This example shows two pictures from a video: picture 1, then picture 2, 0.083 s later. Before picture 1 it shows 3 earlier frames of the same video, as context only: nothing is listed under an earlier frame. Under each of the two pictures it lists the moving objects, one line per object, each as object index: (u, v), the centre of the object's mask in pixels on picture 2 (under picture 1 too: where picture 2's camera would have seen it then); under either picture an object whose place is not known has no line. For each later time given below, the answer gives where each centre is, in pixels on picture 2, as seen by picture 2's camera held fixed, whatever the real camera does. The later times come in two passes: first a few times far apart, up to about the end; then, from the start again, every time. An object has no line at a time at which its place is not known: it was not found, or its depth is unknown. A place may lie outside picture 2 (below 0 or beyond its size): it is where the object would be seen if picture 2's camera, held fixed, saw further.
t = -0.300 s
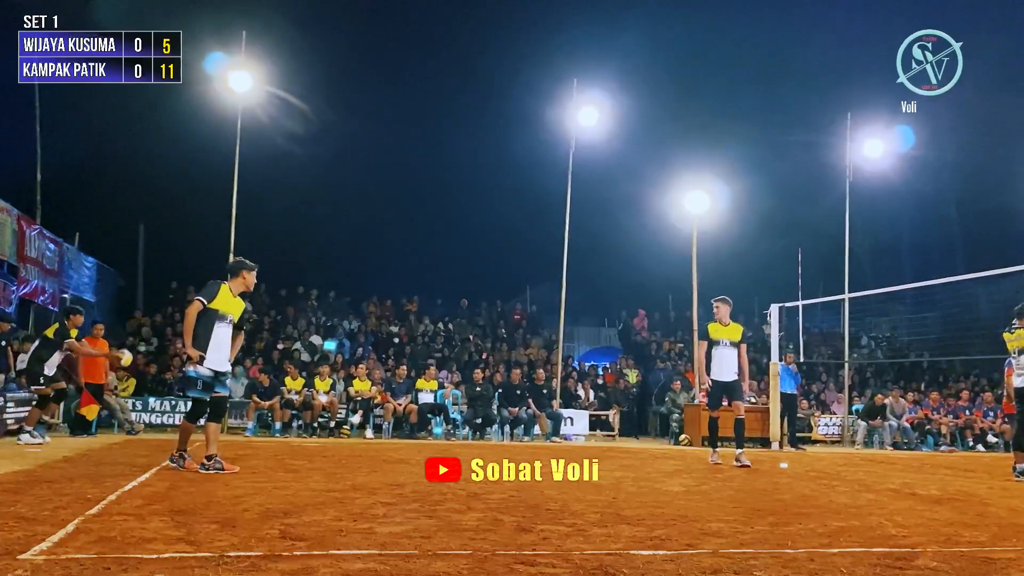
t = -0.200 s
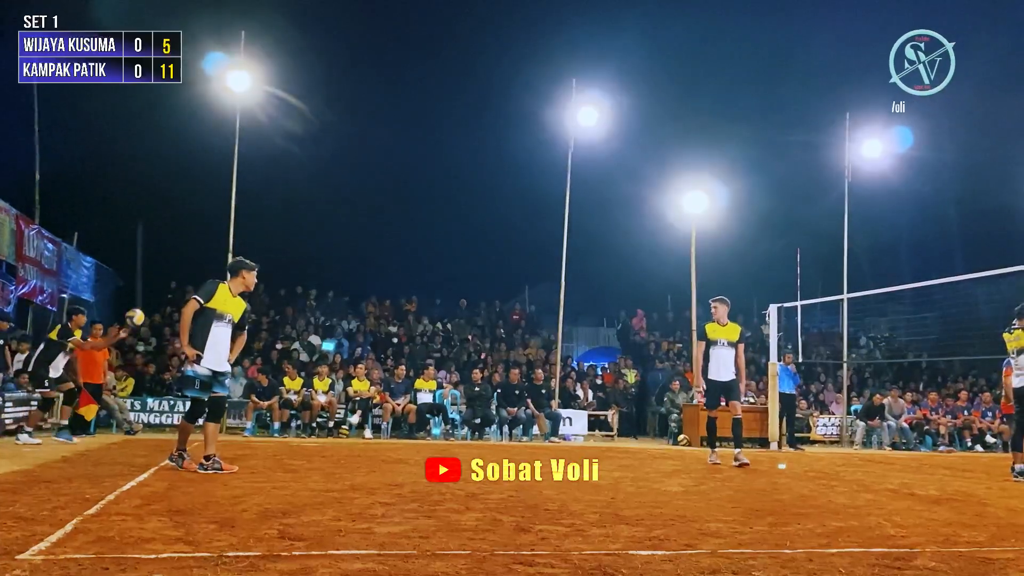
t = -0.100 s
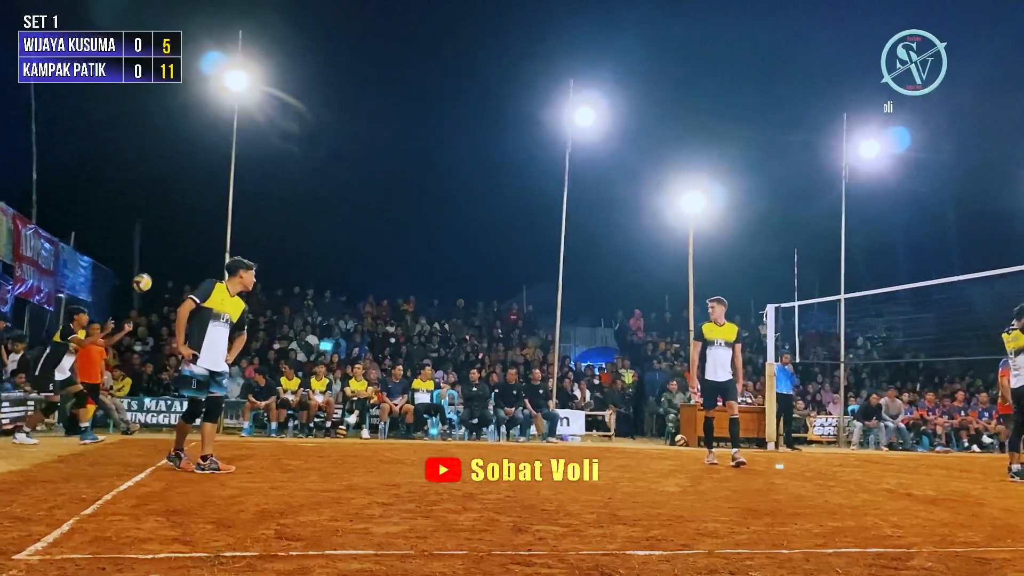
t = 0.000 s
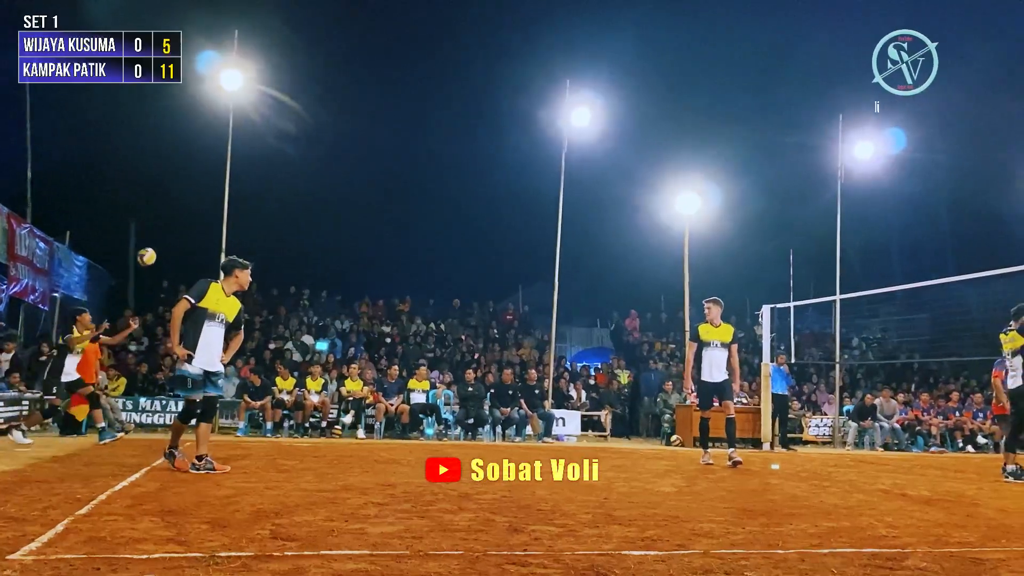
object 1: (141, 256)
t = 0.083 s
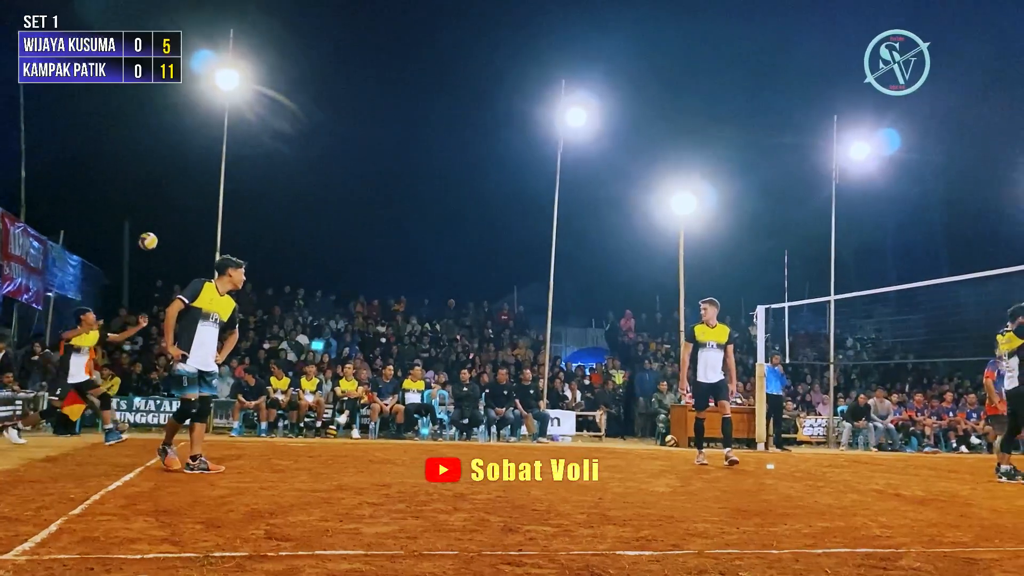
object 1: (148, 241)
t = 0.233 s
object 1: (157, 230)
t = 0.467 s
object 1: (167, 246)
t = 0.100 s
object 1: (149, 239)
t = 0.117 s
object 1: (150, 237)
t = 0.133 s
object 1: (151, 235)
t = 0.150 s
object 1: (152, 235)
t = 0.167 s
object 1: (154, 232)
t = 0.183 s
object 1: (155, 231)
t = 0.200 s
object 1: (155, 230)
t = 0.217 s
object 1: (157, 230)
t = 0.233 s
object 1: (157, 230)
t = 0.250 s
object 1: (158, 229)
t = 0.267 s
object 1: (159, 229)
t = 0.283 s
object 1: (160, 229)
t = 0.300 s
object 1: (161, 230)
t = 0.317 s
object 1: (162, 230)
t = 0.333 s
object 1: (162, 231)
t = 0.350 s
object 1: (163, 232)
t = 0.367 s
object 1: (164, 234)
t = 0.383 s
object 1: (164, 235)
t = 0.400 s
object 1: (165, 237)
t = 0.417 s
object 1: (166, 239)
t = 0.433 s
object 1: (165, 241)
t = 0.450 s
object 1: (166, 243)
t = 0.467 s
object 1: (167, 246)
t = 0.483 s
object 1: (166, 249)
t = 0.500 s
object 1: (168, 252)
